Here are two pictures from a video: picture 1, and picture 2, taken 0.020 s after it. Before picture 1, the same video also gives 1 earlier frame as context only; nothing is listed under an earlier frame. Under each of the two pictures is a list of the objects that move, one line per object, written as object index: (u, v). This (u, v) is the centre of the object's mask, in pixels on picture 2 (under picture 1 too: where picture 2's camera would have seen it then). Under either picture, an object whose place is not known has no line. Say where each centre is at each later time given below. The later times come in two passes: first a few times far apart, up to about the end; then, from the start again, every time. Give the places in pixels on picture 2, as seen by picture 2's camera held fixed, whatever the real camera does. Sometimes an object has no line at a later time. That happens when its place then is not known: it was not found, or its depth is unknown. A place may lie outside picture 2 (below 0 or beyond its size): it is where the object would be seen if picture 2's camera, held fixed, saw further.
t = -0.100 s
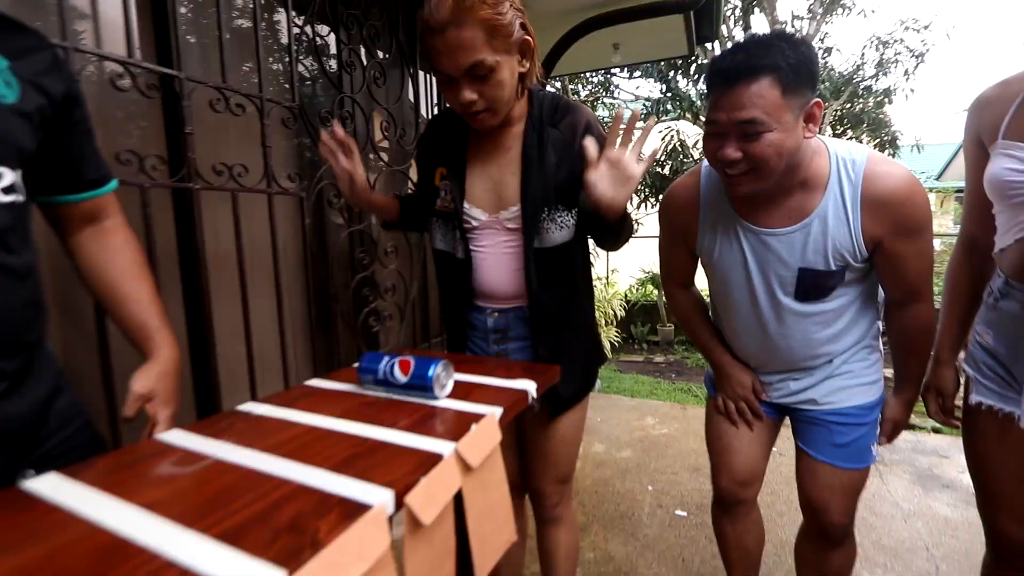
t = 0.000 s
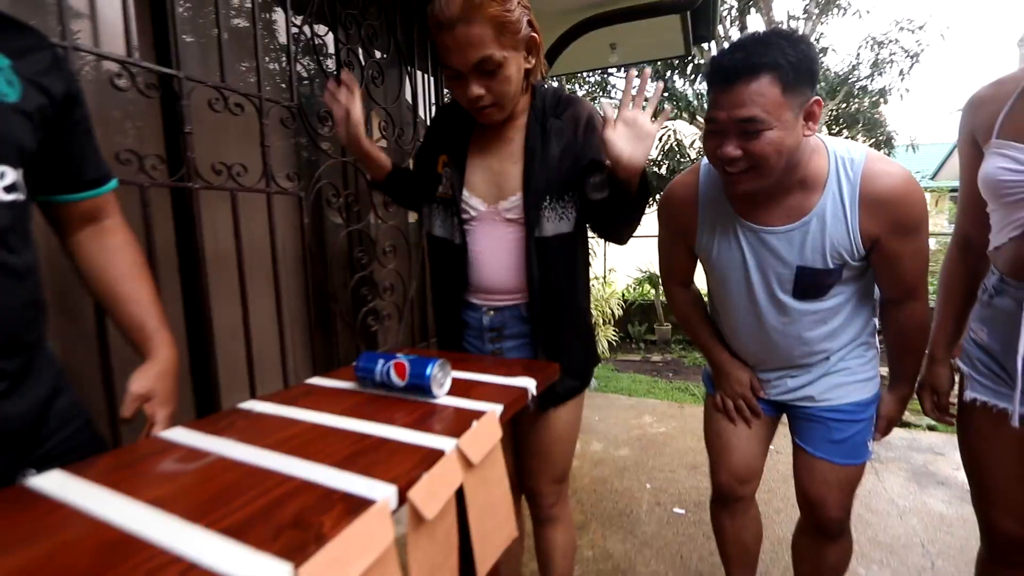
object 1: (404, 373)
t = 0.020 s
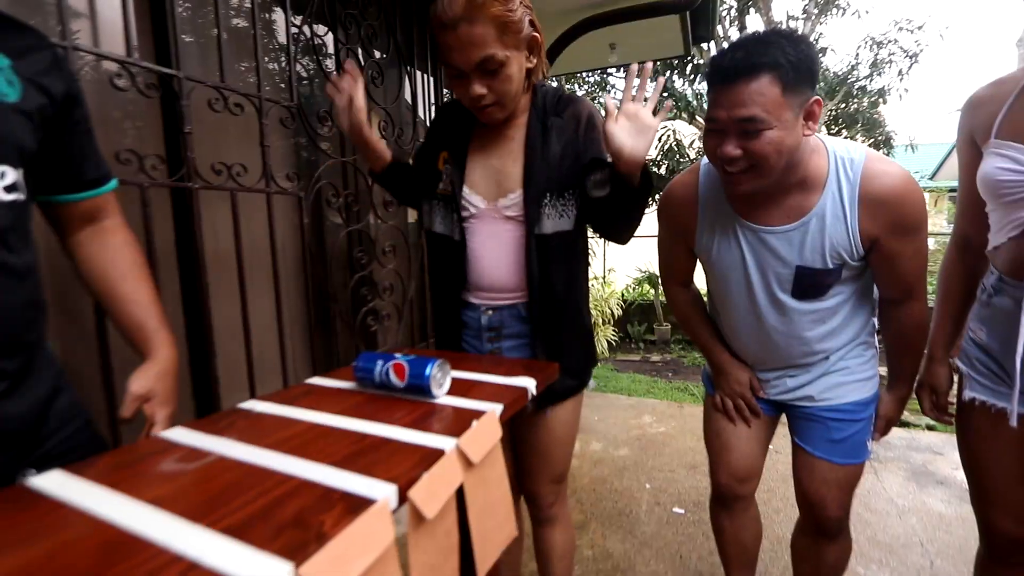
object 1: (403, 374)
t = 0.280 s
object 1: (397, 378)
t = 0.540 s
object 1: (389, 382)
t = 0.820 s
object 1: (383, 385)
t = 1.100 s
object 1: (381, 385)
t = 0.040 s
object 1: (402, 374)
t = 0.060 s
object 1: (402, 374)
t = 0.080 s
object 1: (402, 375)
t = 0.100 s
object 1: (401, 375)
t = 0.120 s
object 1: (400, 375)
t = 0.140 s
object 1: (400, 376)
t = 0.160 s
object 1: (399, 376)
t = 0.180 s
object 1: (399, 376)
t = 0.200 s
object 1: (398, 376)
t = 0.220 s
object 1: (398, 377)
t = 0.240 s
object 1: (397, 377)
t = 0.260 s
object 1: (397, 377)
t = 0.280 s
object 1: (397, 378)
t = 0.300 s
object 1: (396, 378)
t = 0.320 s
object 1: (396, 378)
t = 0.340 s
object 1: (395, 379)
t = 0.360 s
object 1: (394, 379)
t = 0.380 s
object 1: (394, 379)
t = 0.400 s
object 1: (393, 380)
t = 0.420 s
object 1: (392, 380)
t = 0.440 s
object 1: (392, 380)
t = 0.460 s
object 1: (391, 381)
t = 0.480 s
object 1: (391, 381)
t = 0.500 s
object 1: (390, 381)
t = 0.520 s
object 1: (390, 382)
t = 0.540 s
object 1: (389, 382)
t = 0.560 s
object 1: (388, 382)
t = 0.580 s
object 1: (388, 382)
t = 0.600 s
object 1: (388, 382)
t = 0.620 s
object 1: (387, 383)
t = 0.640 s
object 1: (386, 383)
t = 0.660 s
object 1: (386, 383)
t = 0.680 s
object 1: (386, 383)
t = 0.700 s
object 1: (385, 383)
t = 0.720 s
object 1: (385, 384)
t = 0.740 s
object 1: (384, 384)
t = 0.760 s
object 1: (384, 384)
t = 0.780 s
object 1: (383, 384)
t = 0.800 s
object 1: (383, 385)
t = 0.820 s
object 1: (383, 385)
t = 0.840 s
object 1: (382, 385)
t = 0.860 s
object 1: (382, 385)
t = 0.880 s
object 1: (382, 385)
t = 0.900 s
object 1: (382, 385)
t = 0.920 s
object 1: (382, 385)
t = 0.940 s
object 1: (382, 385)
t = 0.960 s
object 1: (381, 386)
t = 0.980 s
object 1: (381, 385)
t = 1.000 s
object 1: (381, 386)
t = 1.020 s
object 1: (381, 386)
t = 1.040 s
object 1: (381, 386)
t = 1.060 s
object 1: (381, 386)
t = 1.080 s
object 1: (381, 386)
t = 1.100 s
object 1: (381, 385)
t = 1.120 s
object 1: (381, 386)
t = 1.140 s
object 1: (381, 386)
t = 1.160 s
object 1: (381, 386)
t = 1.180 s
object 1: (380, 385)
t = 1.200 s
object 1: (380, 385)
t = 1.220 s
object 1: (380, 385)
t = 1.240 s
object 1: (381, 385)
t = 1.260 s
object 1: (381, 385)
